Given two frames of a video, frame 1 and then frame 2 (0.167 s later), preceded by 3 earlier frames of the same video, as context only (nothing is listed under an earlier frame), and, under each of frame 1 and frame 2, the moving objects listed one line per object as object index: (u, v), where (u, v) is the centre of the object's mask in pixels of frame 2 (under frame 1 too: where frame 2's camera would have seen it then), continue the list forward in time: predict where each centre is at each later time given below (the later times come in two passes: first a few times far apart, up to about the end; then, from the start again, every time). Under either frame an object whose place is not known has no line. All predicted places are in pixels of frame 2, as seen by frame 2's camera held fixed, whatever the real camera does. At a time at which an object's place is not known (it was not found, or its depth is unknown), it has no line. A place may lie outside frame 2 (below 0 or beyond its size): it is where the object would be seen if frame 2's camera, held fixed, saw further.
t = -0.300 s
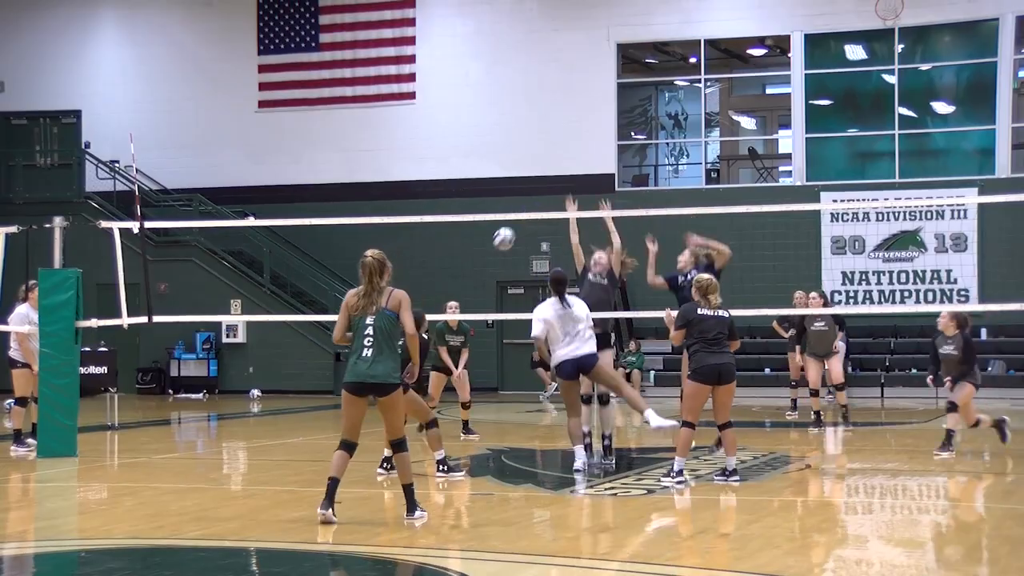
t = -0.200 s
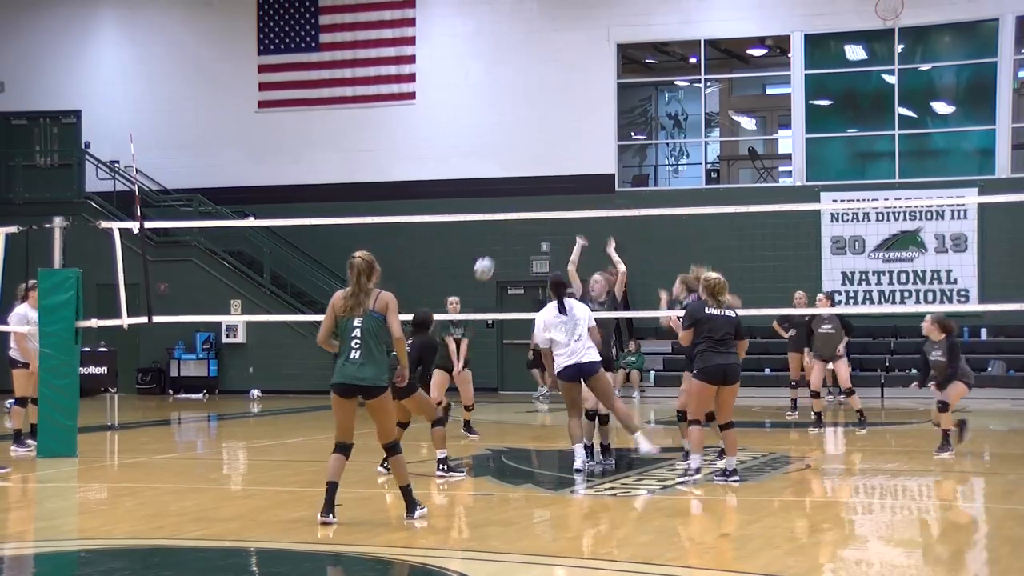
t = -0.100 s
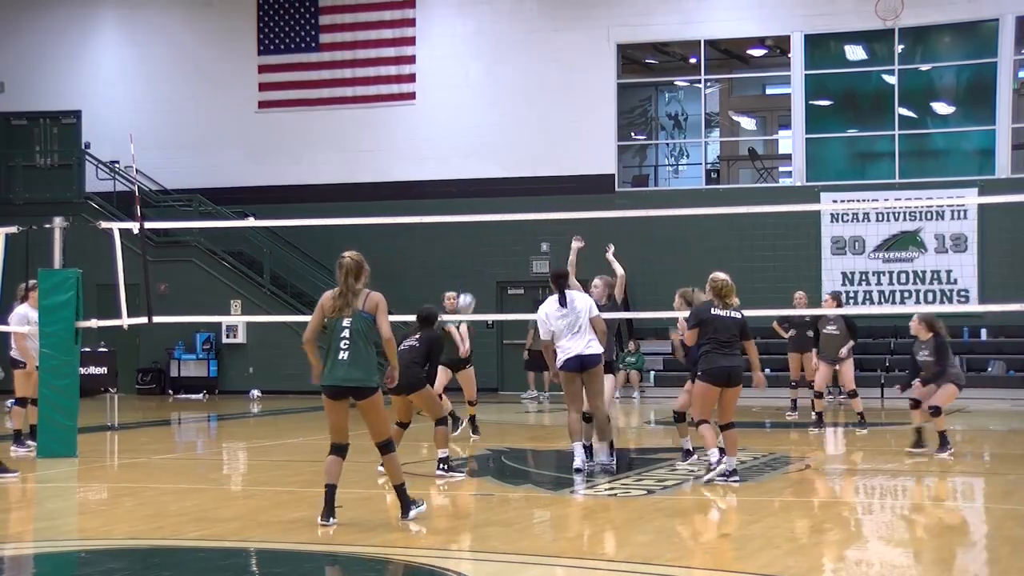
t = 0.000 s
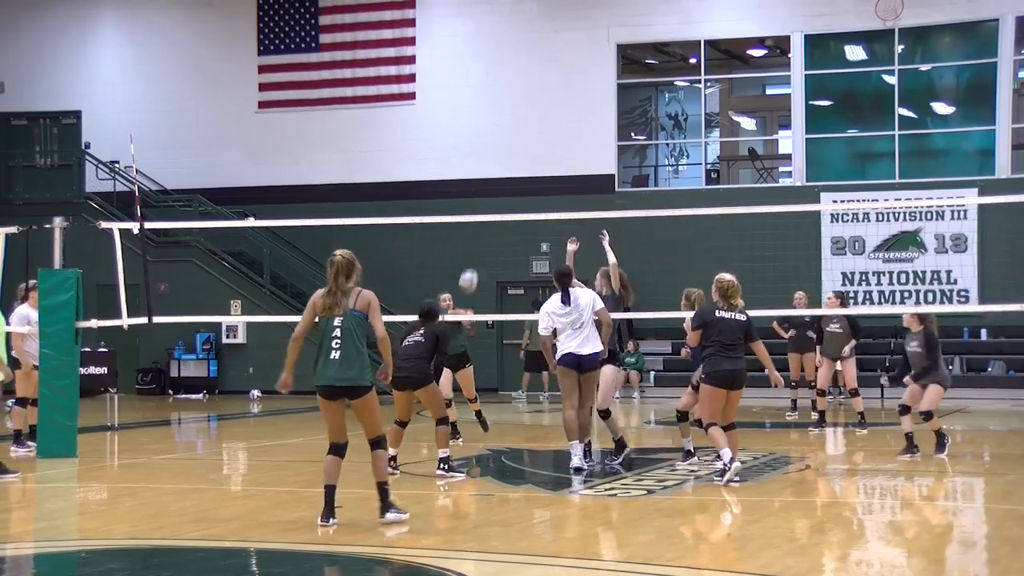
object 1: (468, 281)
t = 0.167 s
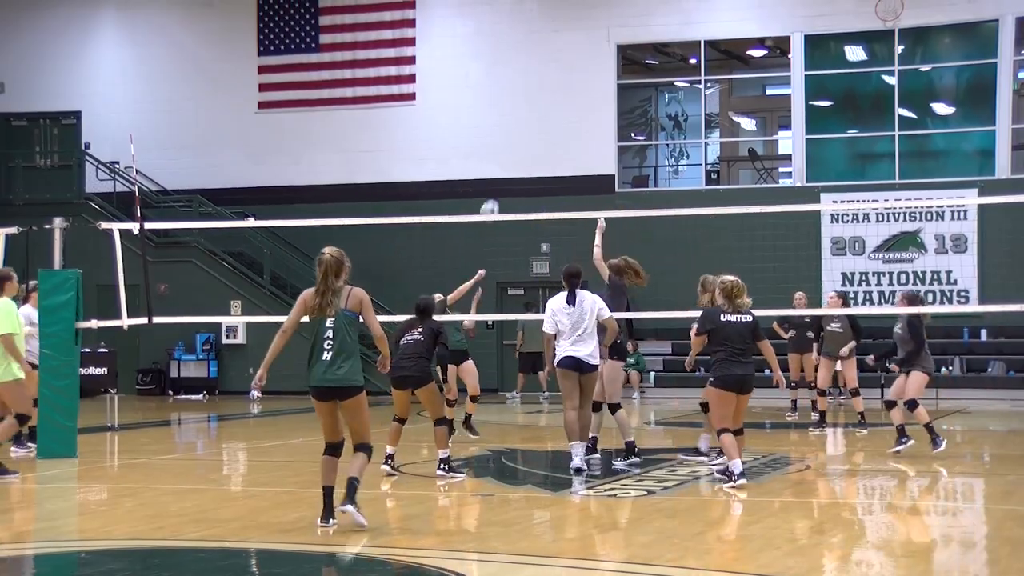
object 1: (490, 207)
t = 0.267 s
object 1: (501, 181)
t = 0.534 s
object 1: (534, 142)
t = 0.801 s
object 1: (567, 167)
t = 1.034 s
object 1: (595, 238)
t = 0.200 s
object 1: (493, 199)
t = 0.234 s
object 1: (498, 190)
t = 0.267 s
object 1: (501, 181)
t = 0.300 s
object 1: (506, 173)
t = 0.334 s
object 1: (510, 165)
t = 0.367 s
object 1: (514, 159)
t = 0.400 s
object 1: (518, 154)
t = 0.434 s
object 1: (522, 149)
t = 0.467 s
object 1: (527, 146)
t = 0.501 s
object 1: (530, 144)
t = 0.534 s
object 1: (534, 142)
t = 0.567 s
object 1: (538, 142)
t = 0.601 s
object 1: (542, 142)
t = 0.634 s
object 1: (547, 144)
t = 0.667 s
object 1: (550, 147)
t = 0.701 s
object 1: (555, 150)
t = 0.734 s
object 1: (559, 154)
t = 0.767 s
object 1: (563, 160)
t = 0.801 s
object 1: (567, 167)
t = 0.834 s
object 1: (571, 175)
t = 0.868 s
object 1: (575, 183)
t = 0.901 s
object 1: (579, 191)
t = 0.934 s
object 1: (583, 201)
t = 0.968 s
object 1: (586, 207)
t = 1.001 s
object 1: (592, 227)
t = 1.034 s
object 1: (595, 238)
